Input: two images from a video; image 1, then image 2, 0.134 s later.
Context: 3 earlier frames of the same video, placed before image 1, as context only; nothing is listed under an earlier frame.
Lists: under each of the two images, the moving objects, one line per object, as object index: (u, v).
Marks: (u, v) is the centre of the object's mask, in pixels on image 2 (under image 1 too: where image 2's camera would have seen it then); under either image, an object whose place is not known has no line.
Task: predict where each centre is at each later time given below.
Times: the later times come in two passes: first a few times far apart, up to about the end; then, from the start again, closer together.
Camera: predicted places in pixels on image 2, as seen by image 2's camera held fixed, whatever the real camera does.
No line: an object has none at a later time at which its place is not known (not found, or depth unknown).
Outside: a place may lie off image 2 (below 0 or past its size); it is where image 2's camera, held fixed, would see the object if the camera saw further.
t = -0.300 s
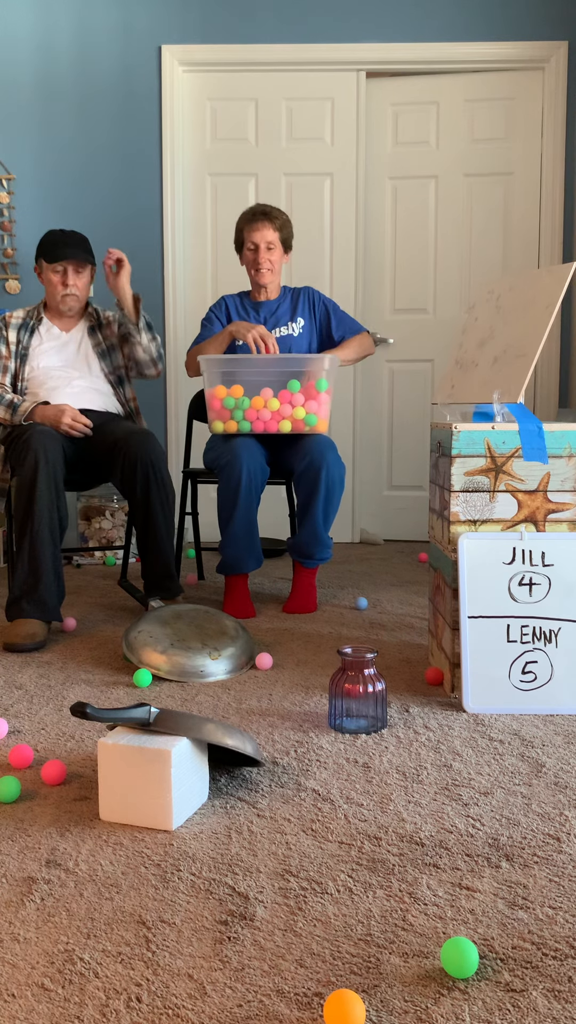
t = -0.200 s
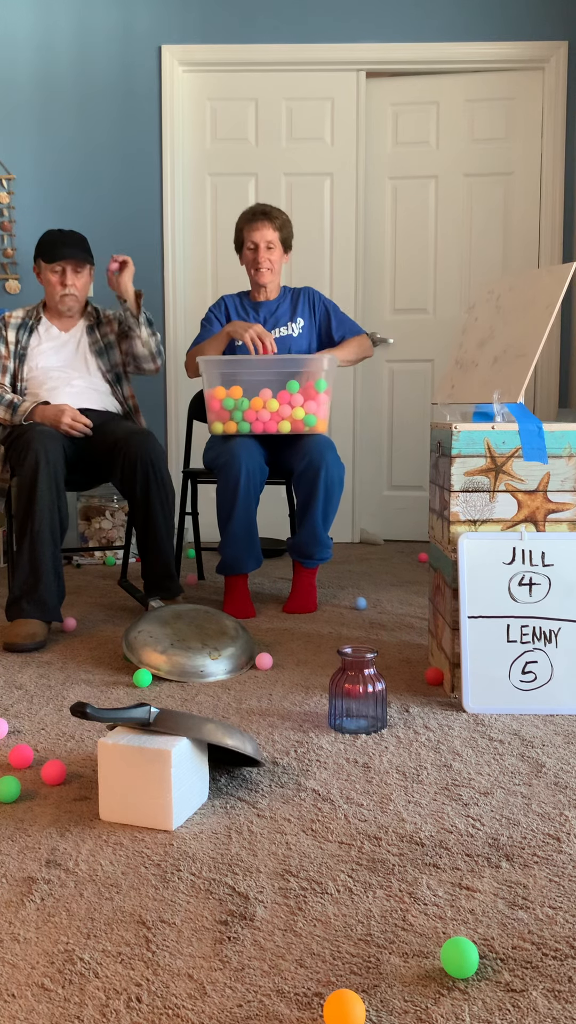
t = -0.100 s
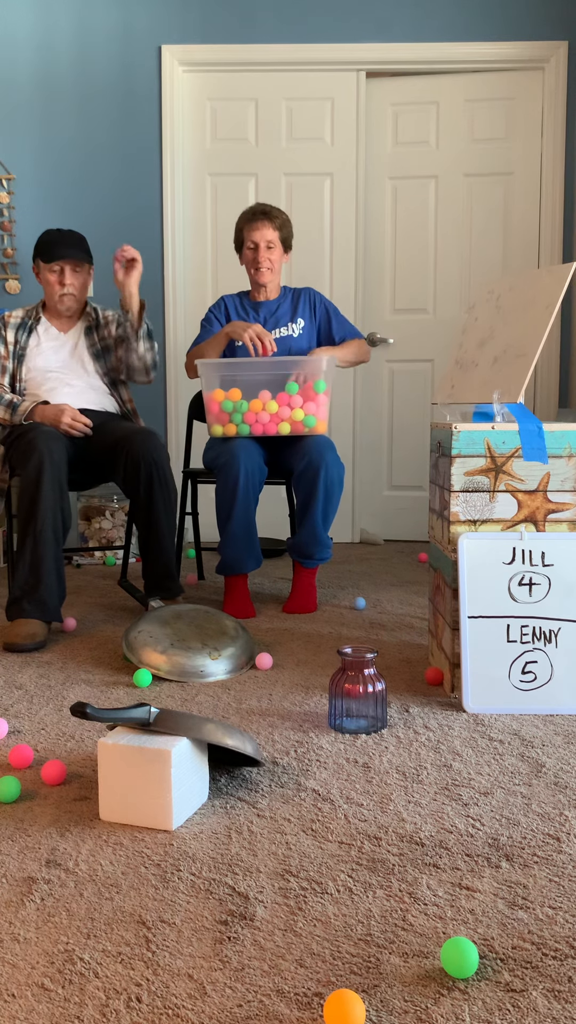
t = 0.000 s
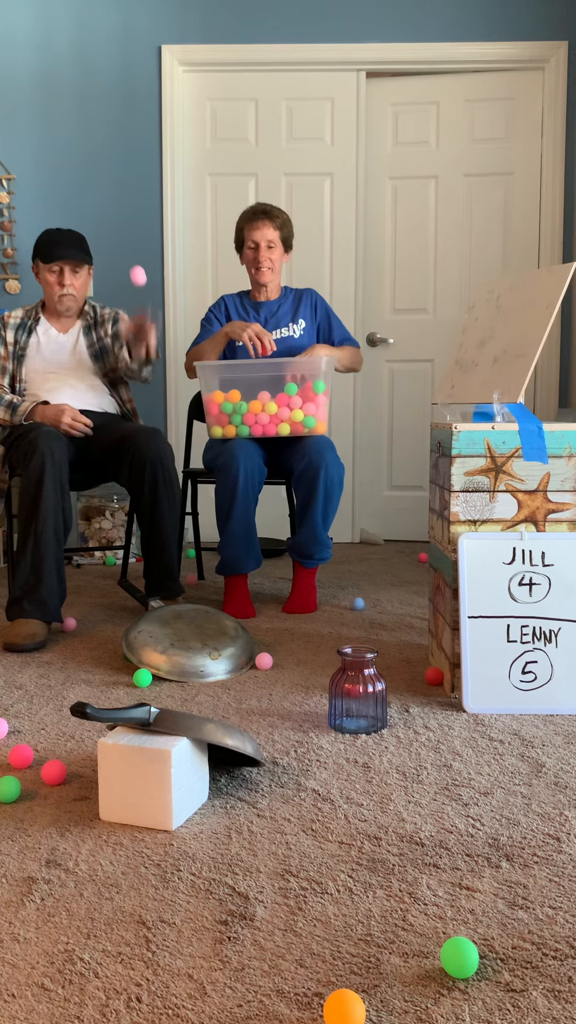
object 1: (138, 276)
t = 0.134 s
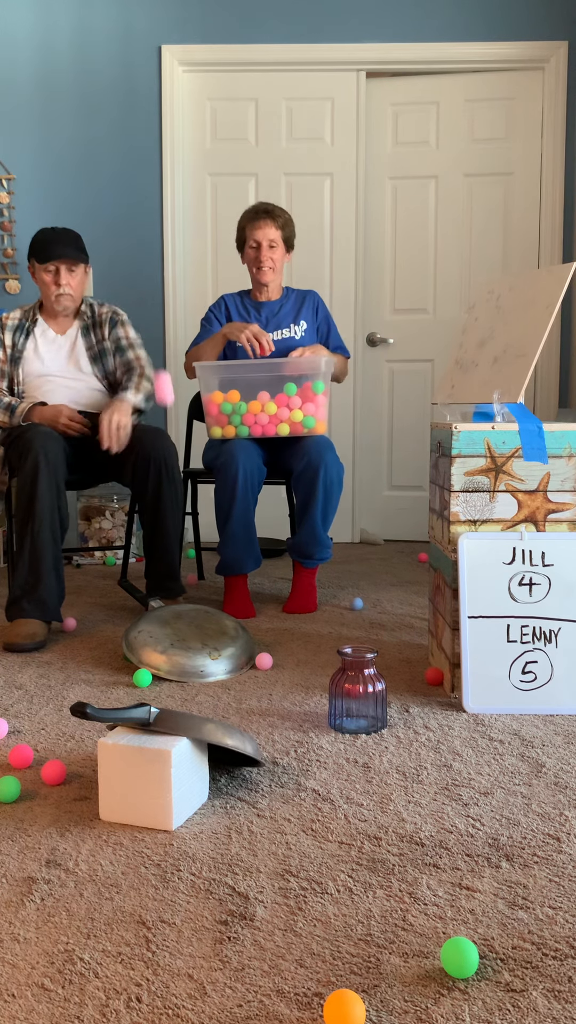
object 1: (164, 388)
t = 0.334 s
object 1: (272, 619)
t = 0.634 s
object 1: (567, 469)
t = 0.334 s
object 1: (272, 619)
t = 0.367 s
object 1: (313, 570)
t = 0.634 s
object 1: (567, 469)
